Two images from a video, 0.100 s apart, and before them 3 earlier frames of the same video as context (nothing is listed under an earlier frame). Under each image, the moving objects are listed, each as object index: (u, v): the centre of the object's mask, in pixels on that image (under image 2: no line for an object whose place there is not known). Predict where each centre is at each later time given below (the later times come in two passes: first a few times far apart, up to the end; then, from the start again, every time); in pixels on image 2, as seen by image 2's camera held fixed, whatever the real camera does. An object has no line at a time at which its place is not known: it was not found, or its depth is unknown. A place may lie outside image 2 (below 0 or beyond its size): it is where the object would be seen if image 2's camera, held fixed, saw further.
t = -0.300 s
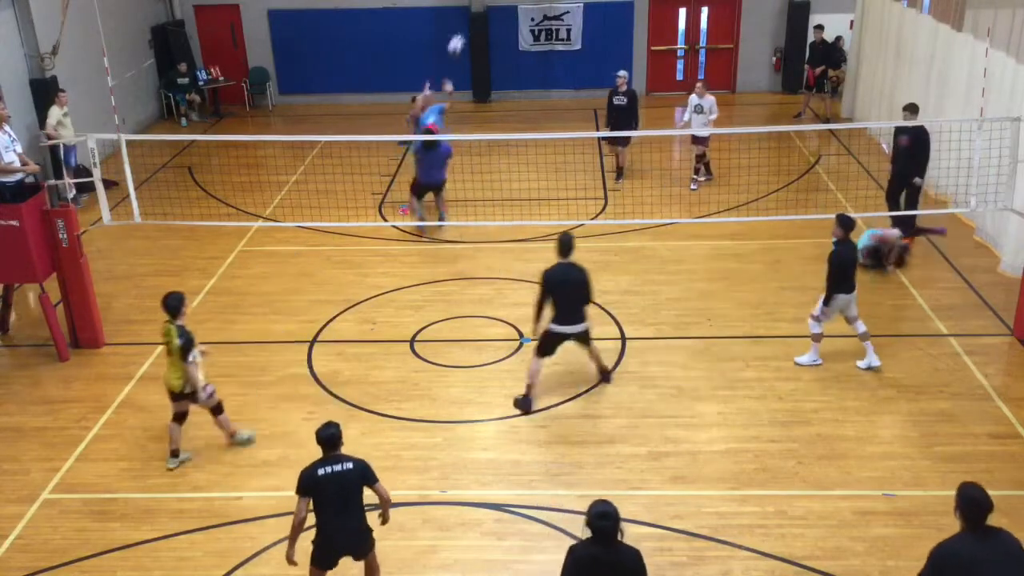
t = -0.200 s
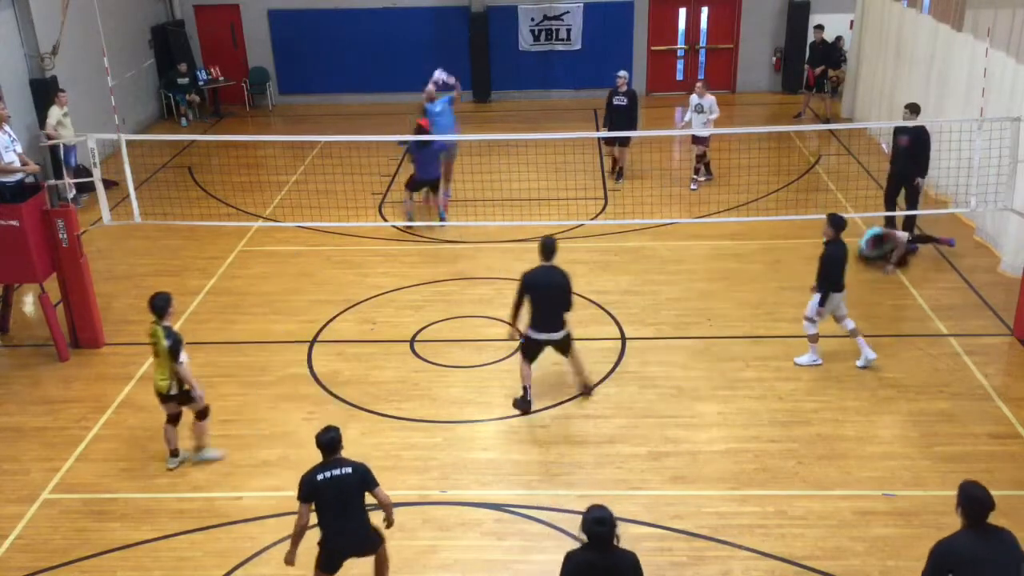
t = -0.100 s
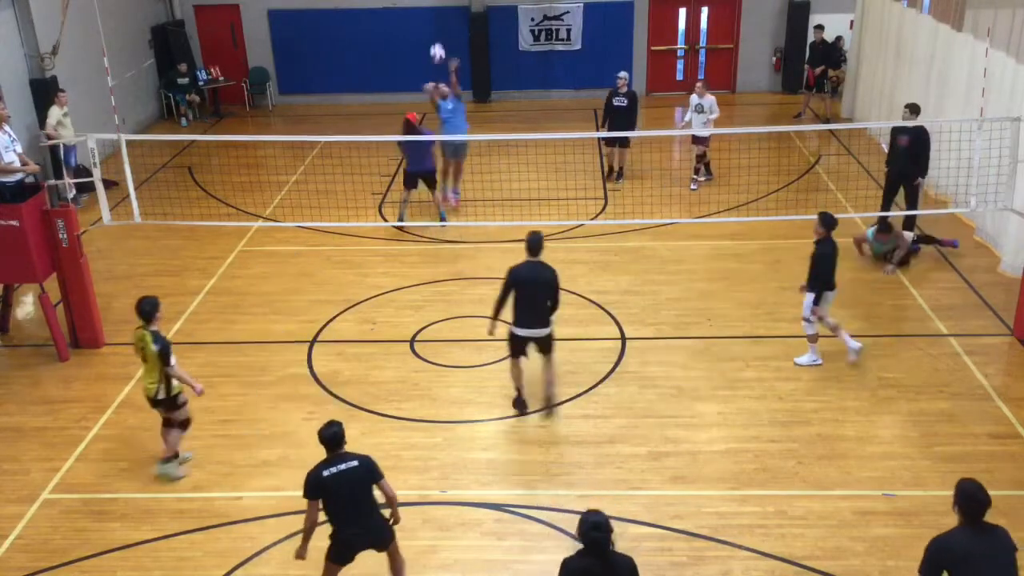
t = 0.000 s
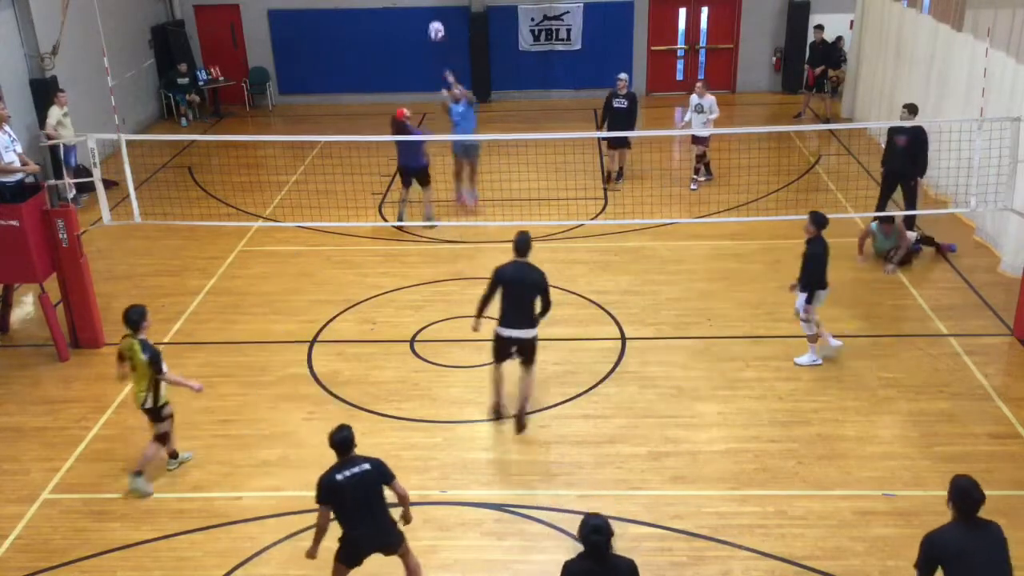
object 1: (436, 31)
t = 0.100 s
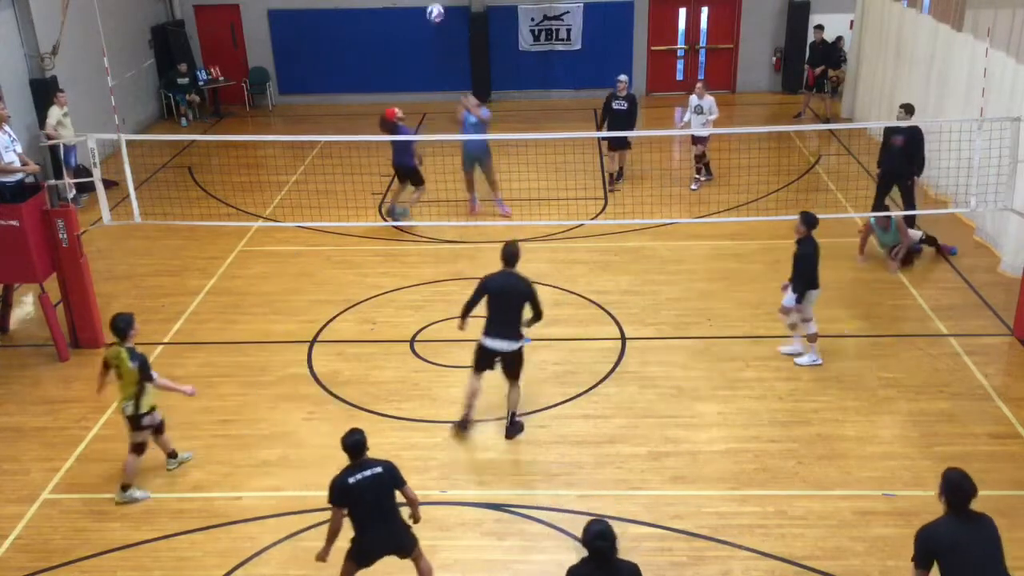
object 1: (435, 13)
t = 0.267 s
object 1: (435, 4)
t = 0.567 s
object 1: (437, 44)
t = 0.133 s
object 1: (435, 8)
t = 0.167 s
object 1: (435, 7)
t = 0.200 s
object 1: (435, 5)
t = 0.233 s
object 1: (435, 4)
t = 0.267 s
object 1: (435, 4)
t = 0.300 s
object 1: (435, 4)
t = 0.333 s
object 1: (436, 5)
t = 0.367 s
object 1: (437, 7)
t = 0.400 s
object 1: (436, 9)
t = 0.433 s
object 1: (436, 11)
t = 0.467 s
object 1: (435, 18)
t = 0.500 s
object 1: (436, 25)
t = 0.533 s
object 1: (436, 34)
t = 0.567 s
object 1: (437, 44)
